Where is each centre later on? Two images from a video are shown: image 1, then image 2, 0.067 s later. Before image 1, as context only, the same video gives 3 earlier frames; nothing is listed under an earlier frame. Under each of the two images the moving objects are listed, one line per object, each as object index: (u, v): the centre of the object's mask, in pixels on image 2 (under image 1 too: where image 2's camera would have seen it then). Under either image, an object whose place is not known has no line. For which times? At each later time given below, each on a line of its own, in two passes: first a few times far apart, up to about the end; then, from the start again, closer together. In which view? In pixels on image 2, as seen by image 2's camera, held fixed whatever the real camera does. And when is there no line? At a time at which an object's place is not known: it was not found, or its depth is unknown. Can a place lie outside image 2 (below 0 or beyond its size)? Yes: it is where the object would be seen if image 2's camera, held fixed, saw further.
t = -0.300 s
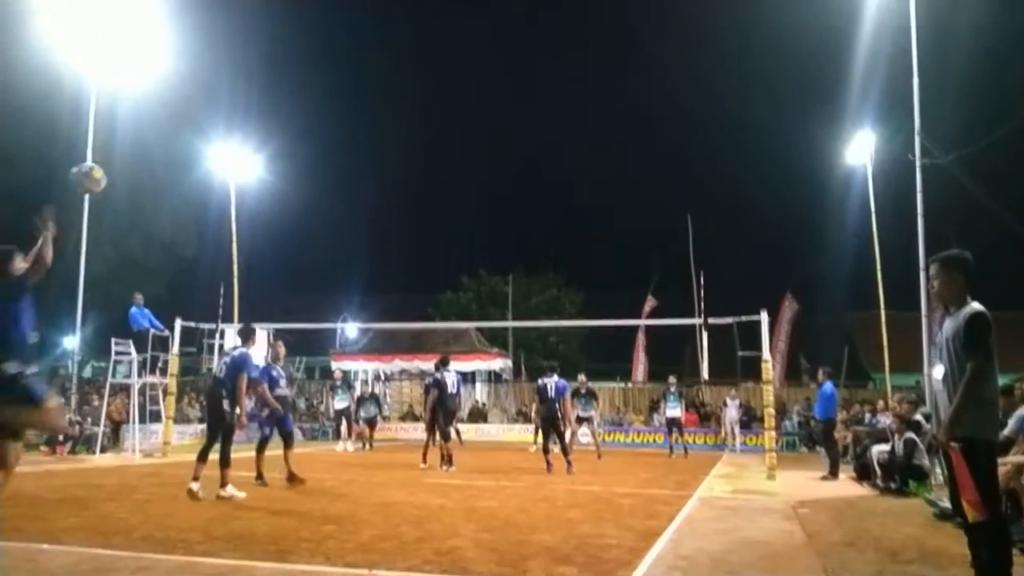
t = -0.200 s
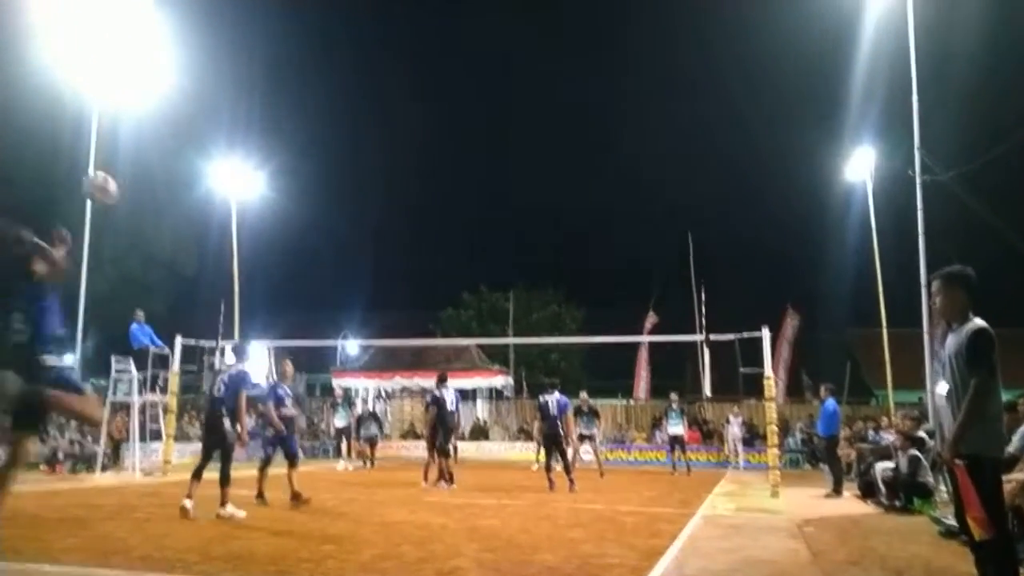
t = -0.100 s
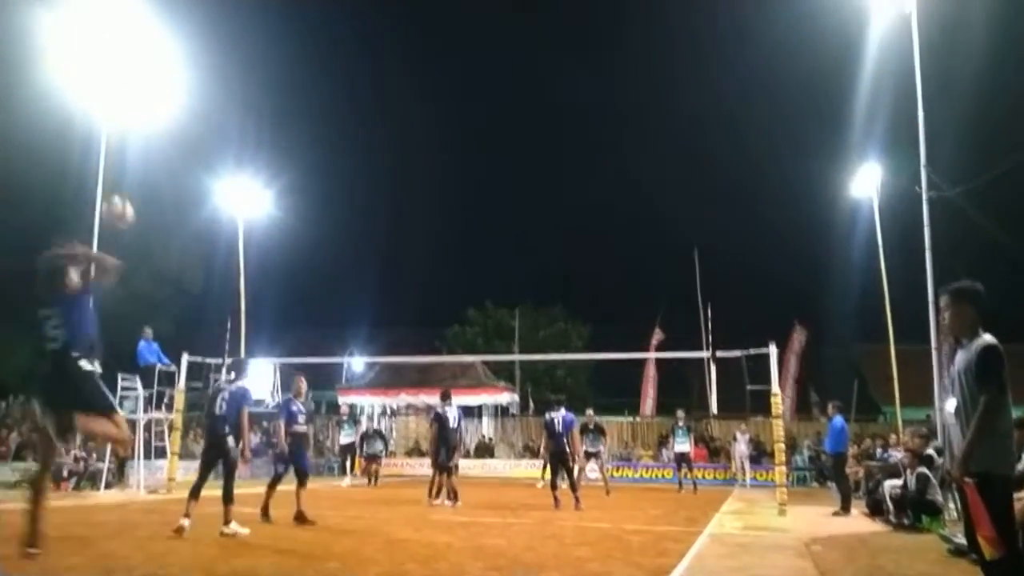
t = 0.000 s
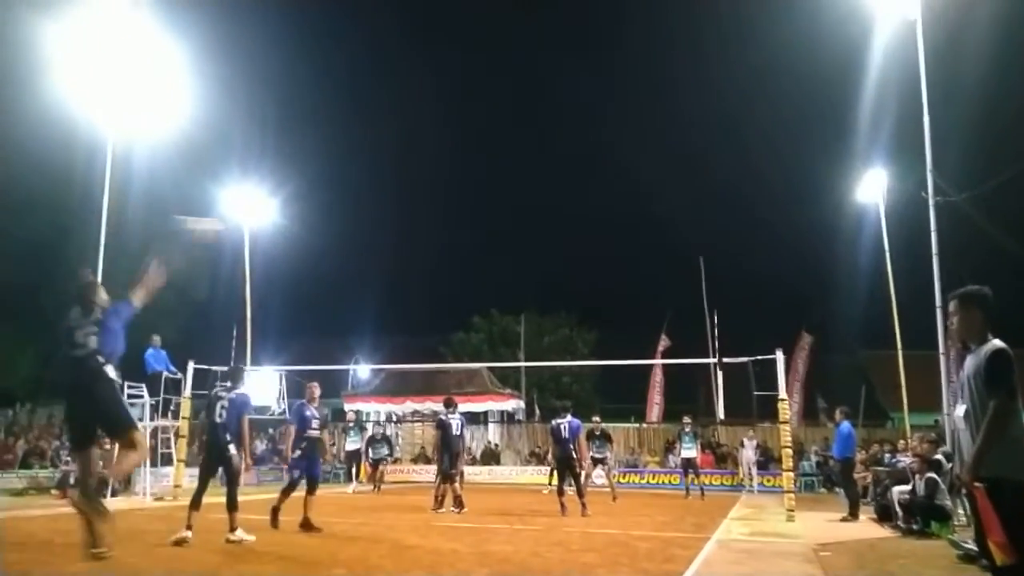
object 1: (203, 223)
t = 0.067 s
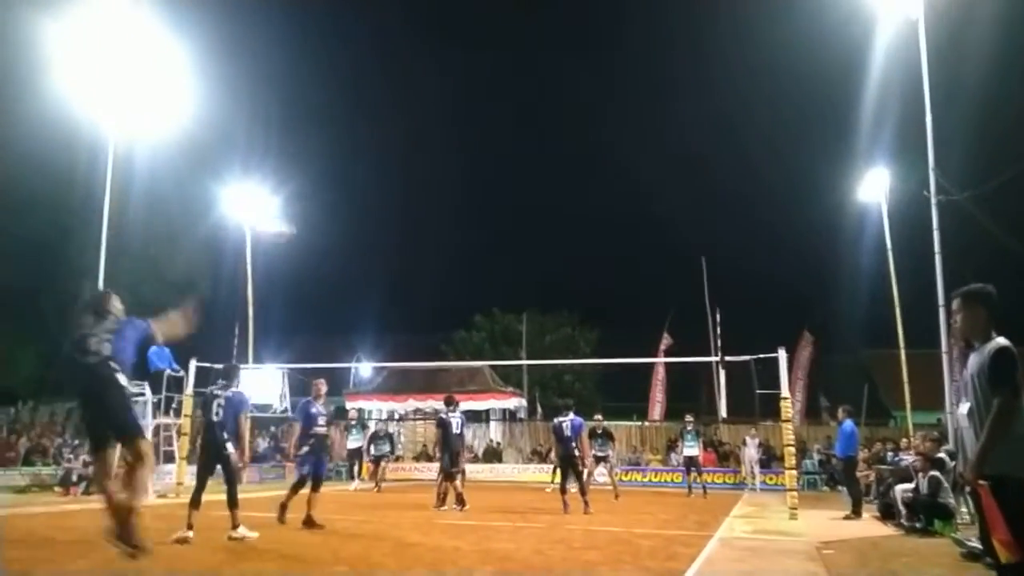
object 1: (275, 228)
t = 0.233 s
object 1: (392, 254)
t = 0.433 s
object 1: (480, 294)
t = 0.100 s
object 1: (306, 234)
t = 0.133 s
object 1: (328, 238)
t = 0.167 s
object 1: (352, 243)
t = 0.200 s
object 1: (374, 248)
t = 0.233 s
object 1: (392, 254)
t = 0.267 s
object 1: (409, 259)
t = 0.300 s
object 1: (427, 266)
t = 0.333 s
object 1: (442, 273)
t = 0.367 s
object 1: (455, 280)
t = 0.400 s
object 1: (469, 287)
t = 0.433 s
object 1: (480, 294)
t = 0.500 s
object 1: (502, 311)
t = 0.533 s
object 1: (511, 319)
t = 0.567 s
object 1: (520, 328)
